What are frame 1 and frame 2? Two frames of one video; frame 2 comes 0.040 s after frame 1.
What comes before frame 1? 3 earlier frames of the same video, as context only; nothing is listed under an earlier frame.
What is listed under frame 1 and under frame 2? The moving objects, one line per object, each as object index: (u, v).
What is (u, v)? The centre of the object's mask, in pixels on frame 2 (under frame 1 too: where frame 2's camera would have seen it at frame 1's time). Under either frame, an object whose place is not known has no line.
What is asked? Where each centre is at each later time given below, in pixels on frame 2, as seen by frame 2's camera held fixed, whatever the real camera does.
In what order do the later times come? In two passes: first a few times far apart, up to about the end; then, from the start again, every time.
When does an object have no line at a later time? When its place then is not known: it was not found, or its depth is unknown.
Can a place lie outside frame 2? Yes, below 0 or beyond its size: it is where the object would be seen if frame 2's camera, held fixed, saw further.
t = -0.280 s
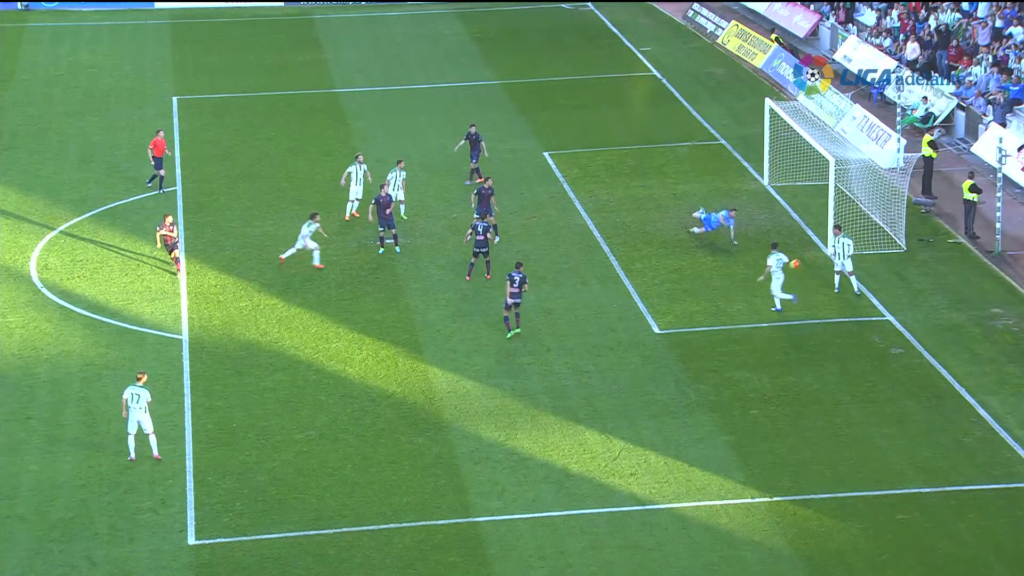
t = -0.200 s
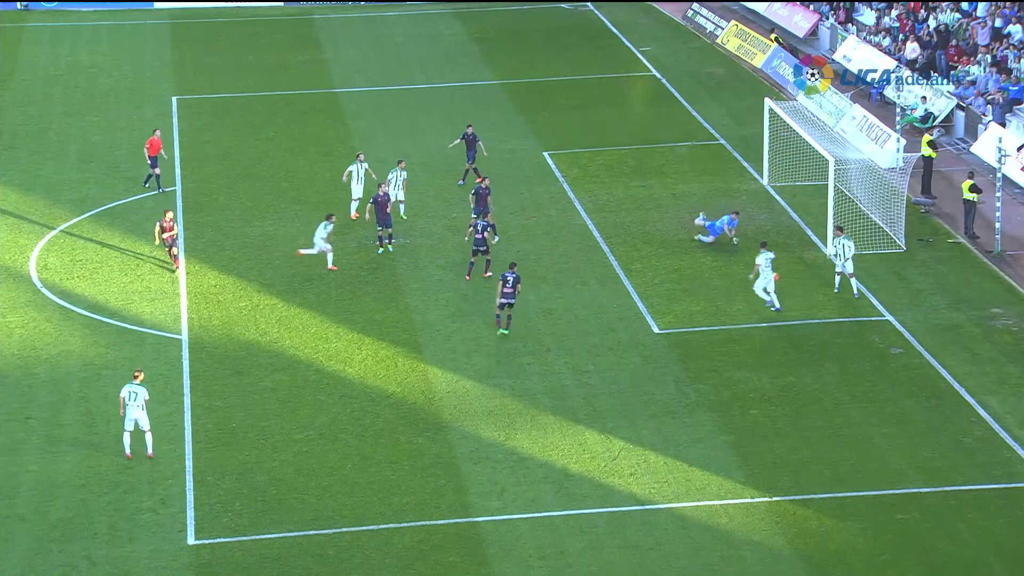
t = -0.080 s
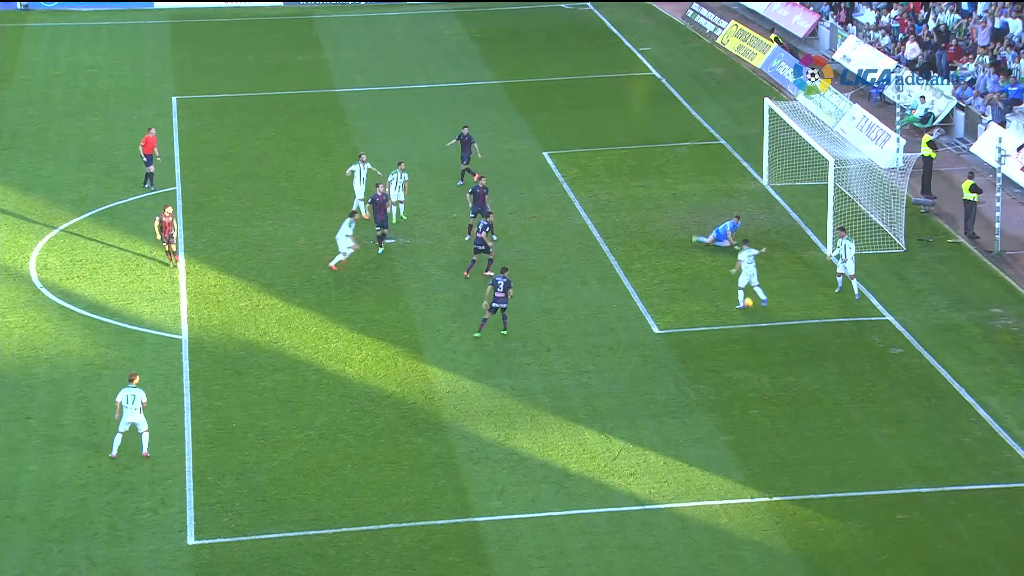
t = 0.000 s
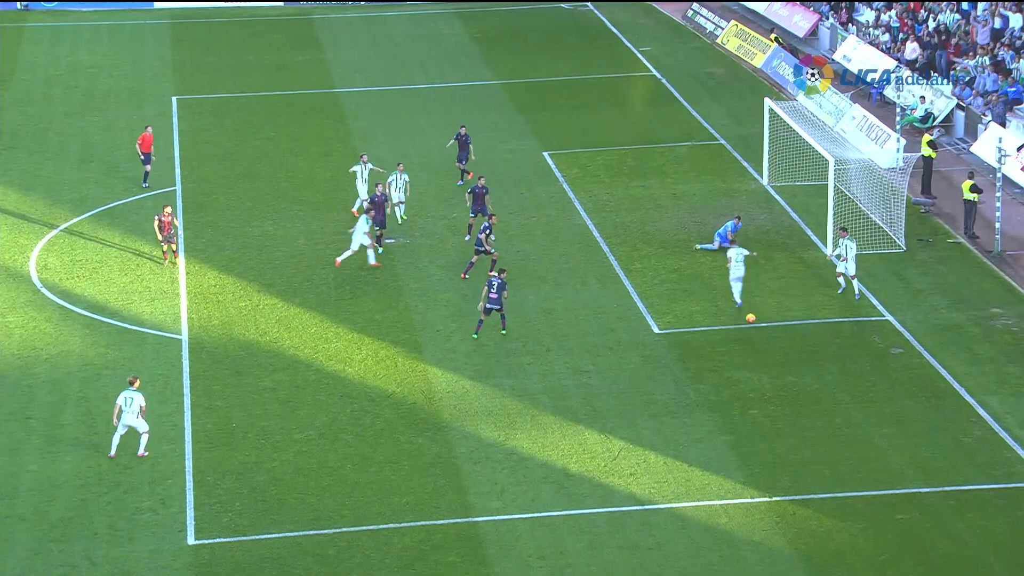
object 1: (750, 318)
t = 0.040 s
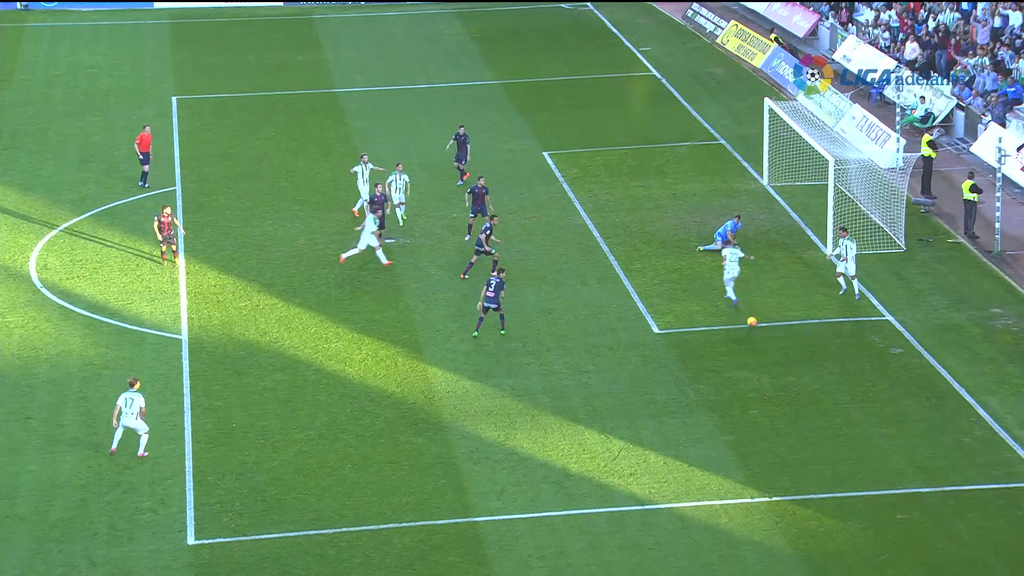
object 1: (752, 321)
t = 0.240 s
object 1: (758, 348)
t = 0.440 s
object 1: (767, 377)
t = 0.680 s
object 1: (780, 414)
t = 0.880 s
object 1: (790, 442)
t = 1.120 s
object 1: (803, 472)
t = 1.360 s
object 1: (816, 499)
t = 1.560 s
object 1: (825, 521)
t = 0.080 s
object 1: (753, 325)
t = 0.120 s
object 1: (754, 330)
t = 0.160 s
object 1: (755, 335)
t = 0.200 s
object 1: (757, 342)
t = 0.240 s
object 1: (758, 348)
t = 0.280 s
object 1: (760, 356)
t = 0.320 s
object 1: (762, 365)
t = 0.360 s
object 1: (764, 369)
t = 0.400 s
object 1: (765, 372)
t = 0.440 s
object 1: (767, 377)
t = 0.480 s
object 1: (769, 383)
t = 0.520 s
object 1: (771, 389)
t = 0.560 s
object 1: (772, 395)
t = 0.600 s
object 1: (775, 403)
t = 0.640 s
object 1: (777, 410)
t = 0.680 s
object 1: (780, 414)
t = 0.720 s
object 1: (781, 419)
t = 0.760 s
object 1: (783, 425)
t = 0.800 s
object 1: (786, 431)
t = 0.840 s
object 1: (788, 437)
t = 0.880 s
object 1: (790, 442)
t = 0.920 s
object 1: (793, 447)
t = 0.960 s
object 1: (795, 452)
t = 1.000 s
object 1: (797, 459)
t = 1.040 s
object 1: (799, 462)
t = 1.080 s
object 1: (802, 467)
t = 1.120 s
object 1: (803, 472)
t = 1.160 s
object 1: (806, 478)
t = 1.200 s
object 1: (808, 482)
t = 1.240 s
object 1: (810, 486)
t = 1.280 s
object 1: (812, 490)
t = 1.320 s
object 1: (814, 495)
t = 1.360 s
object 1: (816, 499)
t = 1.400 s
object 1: (817, 503)
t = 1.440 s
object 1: (819, 508)
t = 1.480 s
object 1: (821, 512)
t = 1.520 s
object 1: (823, 516)
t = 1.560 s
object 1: (825, 521)
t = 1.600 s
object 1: (827, 525)
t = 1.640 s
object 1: (829, 529)
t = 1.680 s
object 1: (830, 534)
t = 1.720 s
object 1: (831, 536)
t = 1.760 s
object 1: (833, 540)
